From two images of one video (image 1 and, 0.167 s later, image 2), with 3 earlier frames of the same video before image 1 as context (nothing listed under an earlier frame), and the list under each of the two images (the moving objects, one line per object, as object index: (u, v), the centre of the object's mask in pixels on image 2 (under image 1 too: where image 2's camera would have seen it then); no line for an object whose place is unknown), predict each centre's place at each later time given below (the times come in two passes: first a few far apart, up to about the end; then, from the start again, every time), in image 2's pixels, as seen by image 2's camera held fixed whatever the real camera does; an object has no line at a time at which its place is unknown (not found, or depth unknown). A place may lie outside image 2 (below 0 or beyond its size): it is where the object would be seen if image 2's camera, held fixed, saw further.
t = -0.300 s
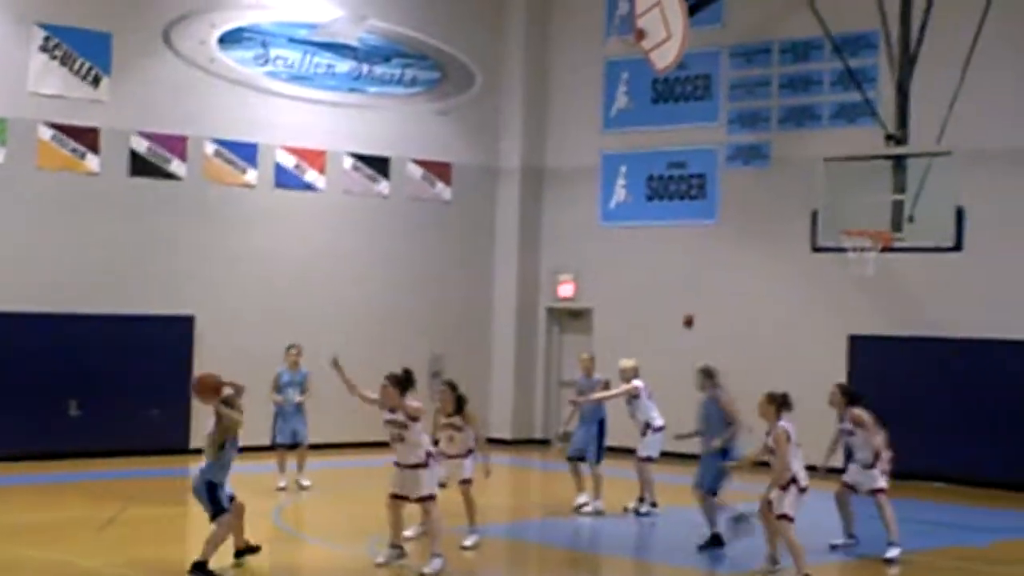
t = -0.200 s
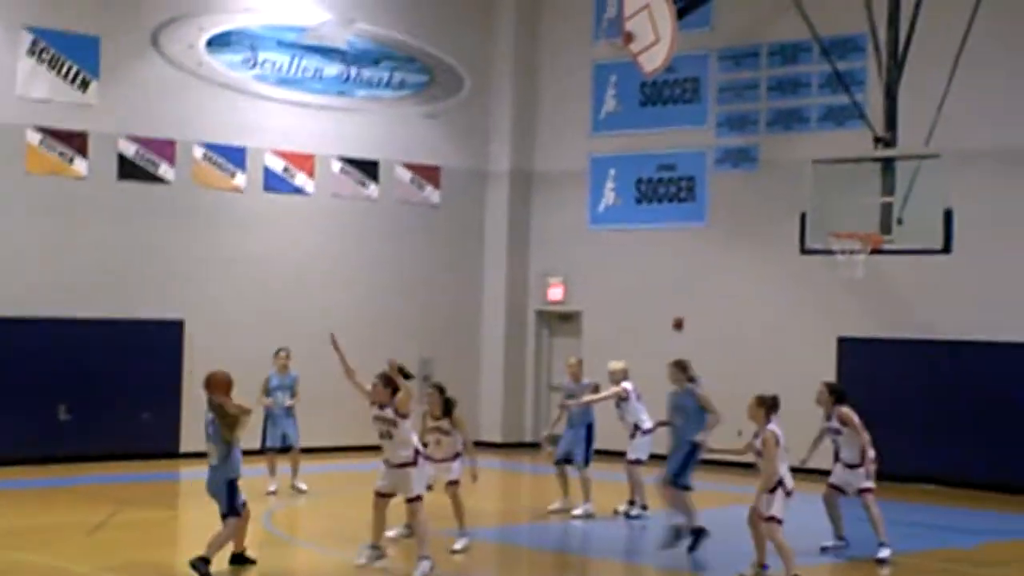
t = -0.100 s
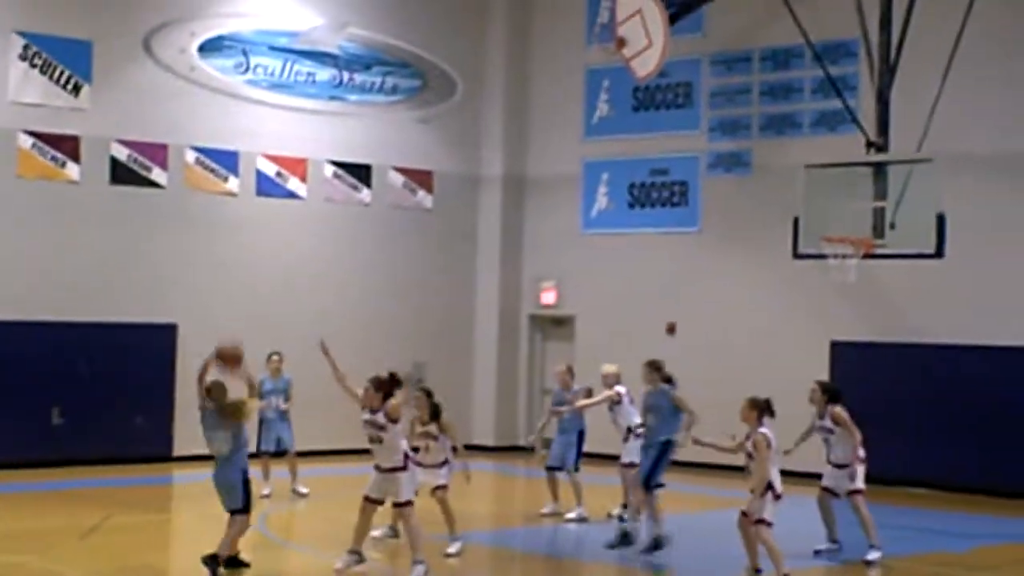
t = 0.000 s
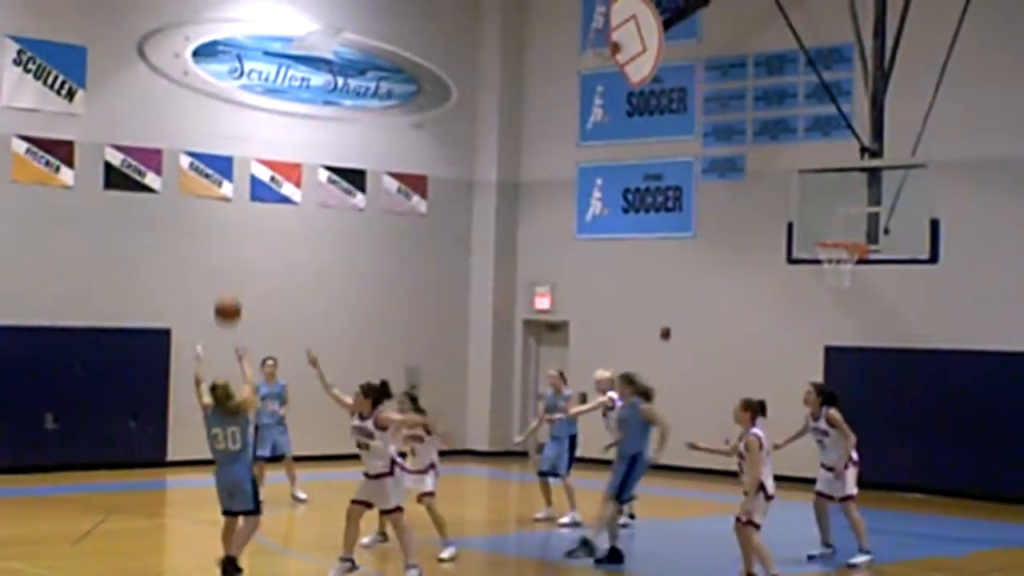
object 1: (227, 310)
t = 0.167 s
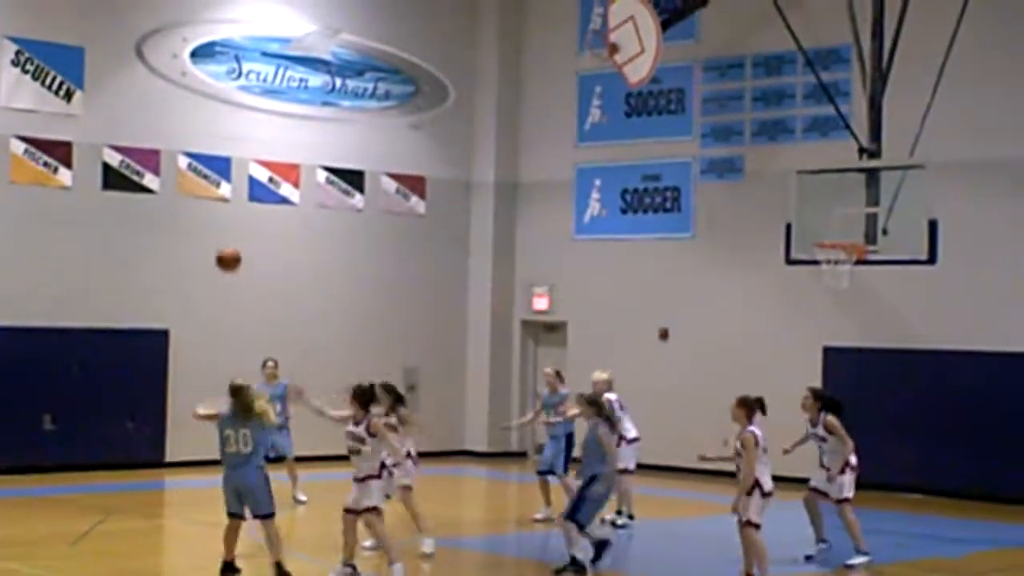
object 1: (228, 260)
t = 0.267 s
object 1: (229, 245)
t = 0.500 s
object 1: (229, 255)
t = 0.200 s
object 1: (228, 253)
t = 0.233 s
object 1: (228, 248)
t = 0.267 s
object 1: (229, 245)
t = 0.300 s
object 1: (229, 243)
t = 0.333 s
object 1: (229, 243)
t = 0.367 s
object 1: (230, 243)
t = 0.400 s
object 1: (229, 245)
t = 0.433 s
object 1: (229, 247)
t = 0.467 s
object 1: (230, 250)
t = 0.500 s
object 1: (229, 255)
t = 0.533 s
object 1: (229, 260)
